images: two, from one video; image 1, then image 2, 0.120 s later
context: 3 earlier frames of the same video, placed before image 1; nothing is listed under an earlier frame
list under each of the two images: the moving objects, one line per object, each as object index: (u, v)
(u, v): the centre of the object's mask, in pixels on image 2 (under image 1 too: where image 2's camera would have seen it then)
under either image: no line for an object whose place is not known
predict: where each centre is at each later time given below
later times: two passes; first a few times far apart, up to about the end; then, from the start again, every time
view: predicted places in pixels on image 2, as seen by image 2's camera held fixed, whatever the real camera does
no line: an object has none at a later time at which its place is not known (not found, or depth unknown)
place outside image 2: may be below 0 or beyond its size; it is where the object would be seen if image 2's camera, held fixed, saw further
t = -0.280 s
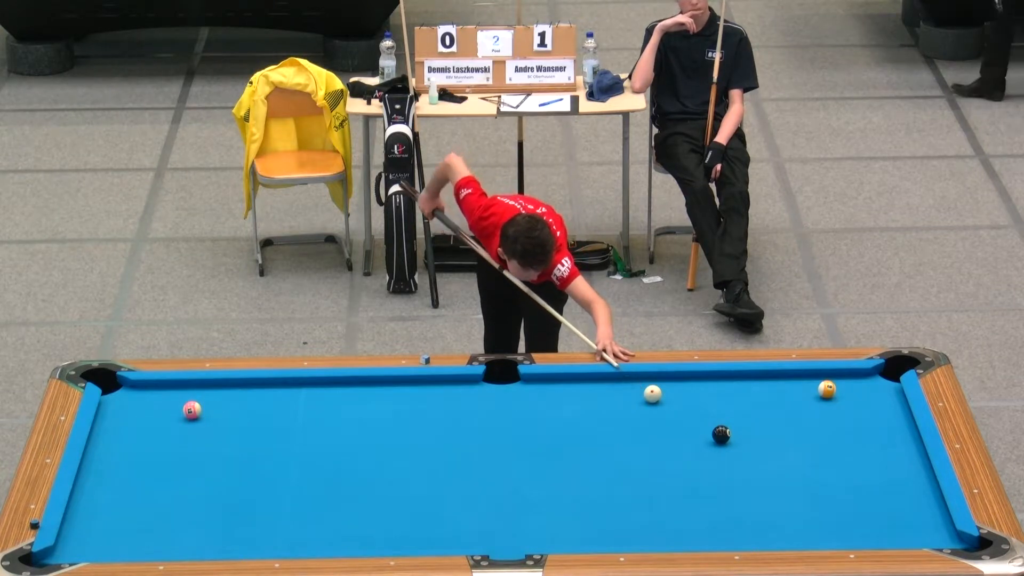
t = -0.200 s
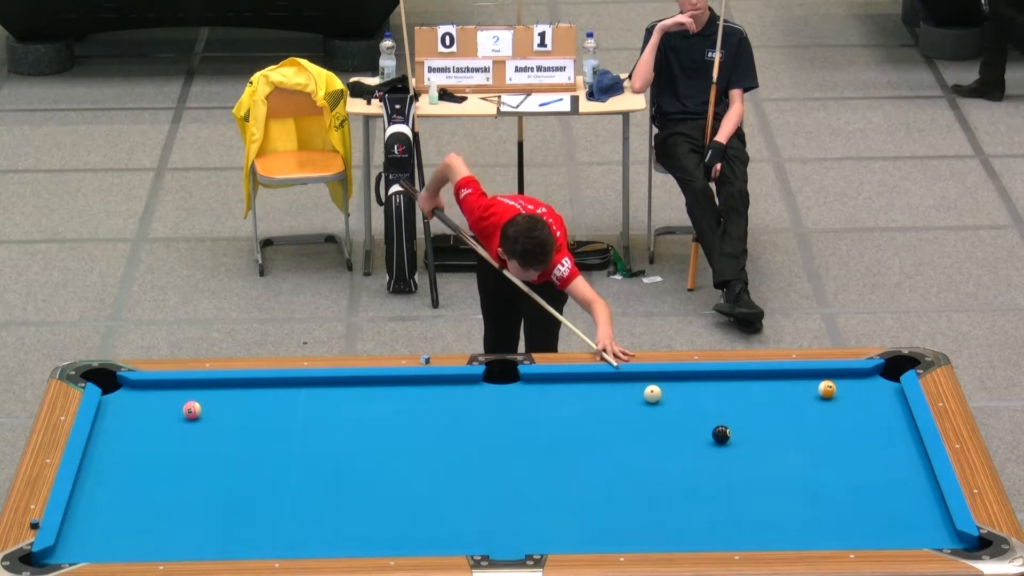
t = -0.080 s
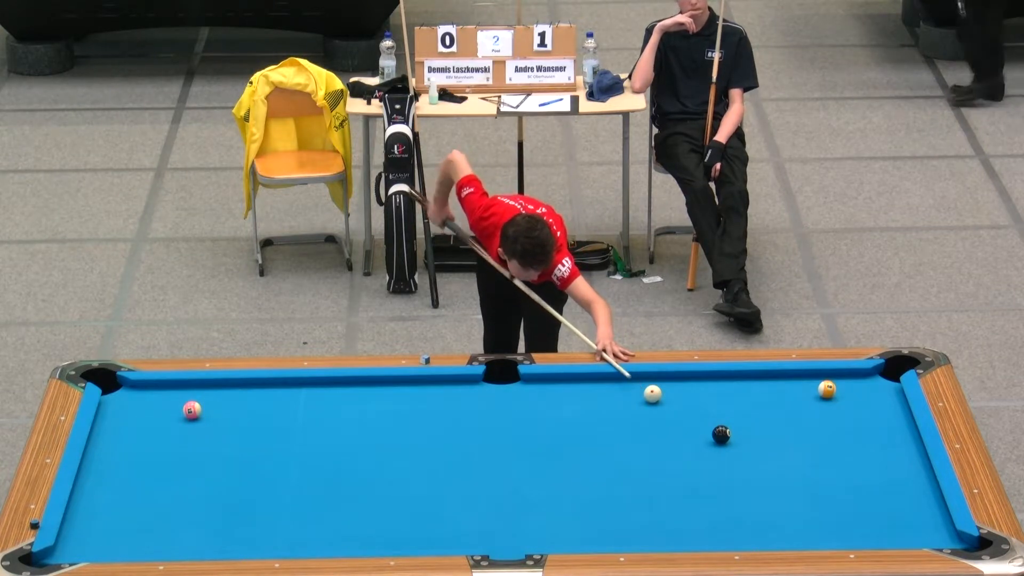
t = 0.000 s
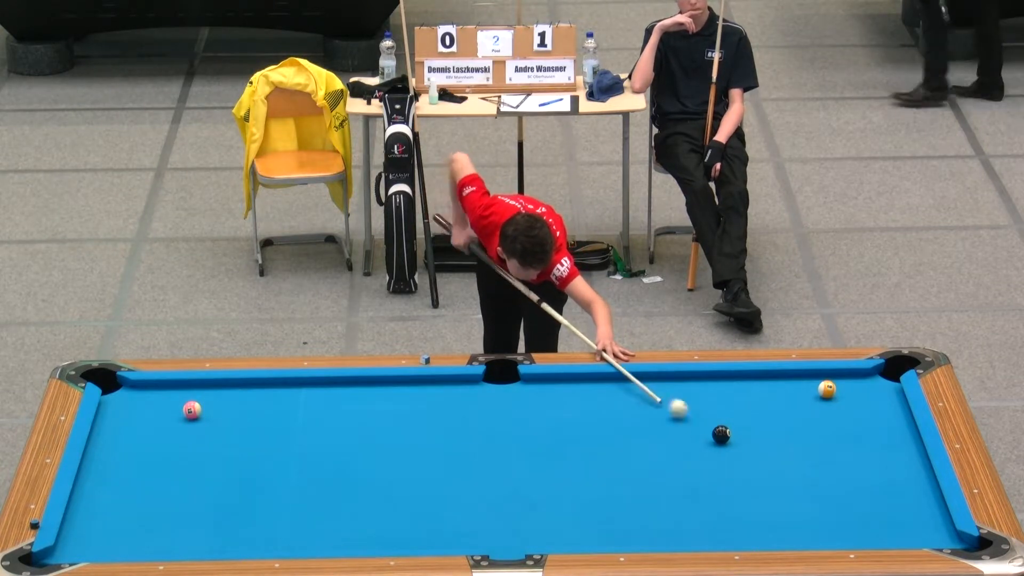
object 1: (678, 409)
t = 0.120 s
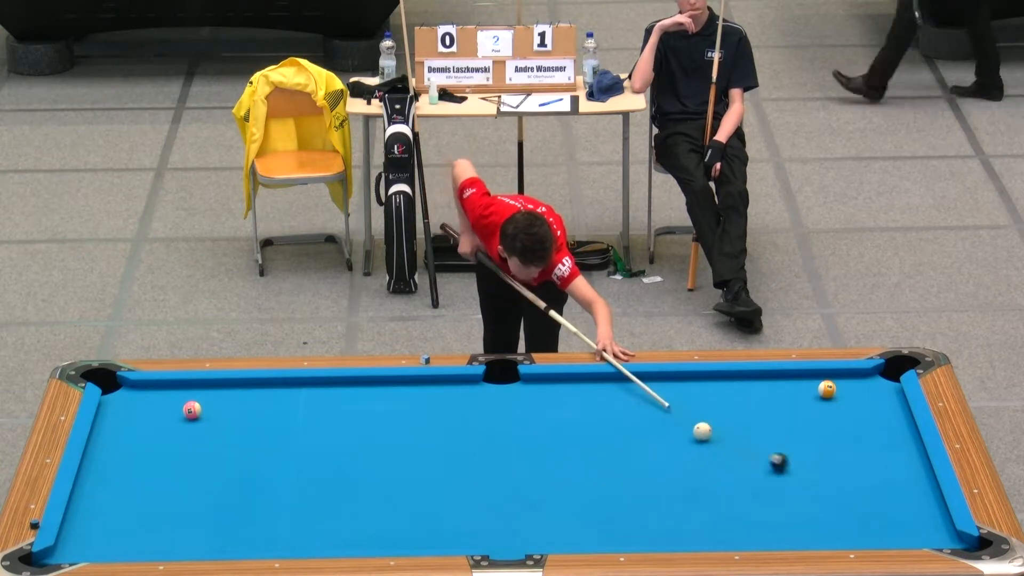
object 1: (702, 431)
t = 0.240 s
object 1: (693, 434)
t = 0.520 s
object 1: (672, 440)
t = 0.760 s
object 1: (656, 444)
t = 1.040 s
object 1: (639, 449)
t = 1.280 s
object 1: (625, 453)
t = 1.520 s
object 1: (613, 456)
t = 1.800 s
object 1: (601, 460)
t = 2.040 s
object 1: (592, 462)
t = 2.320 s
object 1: (582, 465)
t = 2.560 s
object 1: (576, 467)
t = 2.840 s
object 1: (570, 468)
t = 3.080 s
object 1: (566, 469)
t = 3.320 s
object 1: (564, 470)
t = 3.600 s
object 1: (563, 470)
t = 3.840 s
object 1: (563, 470)
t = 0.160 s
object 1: (699, 433)
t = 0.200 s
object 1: (696, 434)
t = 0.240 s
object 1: (693, 434)
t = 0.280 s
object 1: (690, 435)
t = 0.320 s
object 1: (687, 436)
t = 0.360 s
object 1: (683, 437)
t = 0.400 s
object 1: (680, 438)
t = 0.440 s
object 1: (678, 438)
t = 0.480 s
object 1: (675, 439)
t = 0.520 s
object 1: (672, 440)
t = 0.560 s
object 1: (669, 441)
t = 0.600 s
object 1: (666, 441)
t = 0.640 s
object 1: (663, 442)
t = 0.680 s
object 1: (661, 443)
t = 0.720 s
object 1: (658, 444)
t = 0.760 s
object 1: (656, 444)
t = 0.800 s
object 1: (653, 445)
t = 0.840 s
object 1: (651, 446)
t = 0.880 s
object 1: (648, 446)
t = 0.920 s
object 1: (646, 447)
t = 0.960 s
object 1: (643, 448)
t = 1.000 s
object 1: (641, 449)
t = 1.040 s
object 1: (639, 449)
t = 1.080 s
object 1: (636, 450)
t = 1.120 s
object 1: (634, 451)
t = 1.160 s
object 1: (632, 451)
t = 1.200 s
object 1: (630, 452)
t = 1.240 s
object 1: (627, 452)
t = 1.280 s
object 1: (625, 453)
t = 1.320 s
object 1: (623, 453)
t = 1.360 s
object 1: (621, 454)
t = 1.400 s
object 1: (619, 455)
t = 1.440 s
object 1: (617, 455)
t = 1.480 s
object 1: (615, 456)
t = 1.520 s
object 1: (613, 456)
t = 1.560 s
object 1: (611, 457)
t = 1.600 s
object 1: (609, 457)
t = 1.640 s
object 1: (607, 458)
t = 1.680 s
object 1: (605, 458)
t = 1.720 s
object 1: (604, 459)
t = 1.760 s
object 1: (602, 459)
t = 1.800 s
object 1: (601, 460)
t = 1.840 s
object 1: (599, 460)
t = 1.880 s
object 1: (597, 461)
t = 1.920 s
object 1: (596, 461)
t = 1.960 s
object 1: (594, 462)
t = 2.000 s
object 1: (593, 462)
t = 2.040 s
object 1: (592, 462)
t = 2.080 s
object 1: (590, 463)
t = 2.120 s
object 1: (588, 463)
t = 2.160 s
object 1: (587, 463)
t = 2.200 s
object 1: (586, 464)
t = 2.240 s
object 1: (585, 464)
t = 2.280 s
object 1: (583, 465)
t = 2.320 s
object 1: (582, 465)
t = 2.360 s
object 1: (581, 465)
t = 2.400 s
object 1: (580, 466)
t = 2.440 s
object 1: (579, 466)
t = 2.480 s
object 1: (578, 466)
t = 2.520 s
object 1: (577, 466)
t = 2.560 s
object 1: (576, 467)
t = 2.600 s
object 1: (575, 467)
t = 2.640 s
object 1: (574, 467)
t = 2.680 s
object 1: (573, 467)
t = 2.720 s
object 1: (572, 467)
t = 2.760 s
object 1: (571, 467)
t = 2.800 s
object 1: (570, 468)
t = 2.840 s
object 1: (570, 468)
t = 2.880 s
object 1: (569, 468)
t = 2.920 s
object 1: (568, 468)
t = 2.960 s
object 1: (568, 469)
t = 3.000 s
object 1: (567, 469)
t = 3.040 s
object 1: (567, 469)
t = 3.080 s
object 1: (566, 469)
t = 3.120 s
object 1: (566, 469)
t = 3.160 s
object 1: (565, 469)
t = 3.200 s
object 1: (565, 469)
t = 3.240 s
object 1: (565, 470)
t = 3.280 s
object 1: (564, 470)
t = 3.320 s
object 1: (564, 470)
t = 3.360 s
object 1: (564, 470)
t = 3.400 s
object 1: (564, 470)
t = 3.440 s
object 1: (564, 470)
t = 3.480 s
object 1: (563, 470)
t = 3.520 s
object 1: (563, 470)
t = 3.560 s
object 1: (563, 470)
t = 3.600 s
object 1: (563, 470)
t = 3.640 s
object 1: (563, 470)
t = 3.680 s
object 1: (563, 470)
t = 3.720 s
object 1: (563, 470)
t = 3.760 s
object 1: (563, 470)
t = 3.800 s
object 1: (563, 470)
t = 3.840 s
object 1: (563, 470)
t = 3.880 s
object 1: (563, 470)
